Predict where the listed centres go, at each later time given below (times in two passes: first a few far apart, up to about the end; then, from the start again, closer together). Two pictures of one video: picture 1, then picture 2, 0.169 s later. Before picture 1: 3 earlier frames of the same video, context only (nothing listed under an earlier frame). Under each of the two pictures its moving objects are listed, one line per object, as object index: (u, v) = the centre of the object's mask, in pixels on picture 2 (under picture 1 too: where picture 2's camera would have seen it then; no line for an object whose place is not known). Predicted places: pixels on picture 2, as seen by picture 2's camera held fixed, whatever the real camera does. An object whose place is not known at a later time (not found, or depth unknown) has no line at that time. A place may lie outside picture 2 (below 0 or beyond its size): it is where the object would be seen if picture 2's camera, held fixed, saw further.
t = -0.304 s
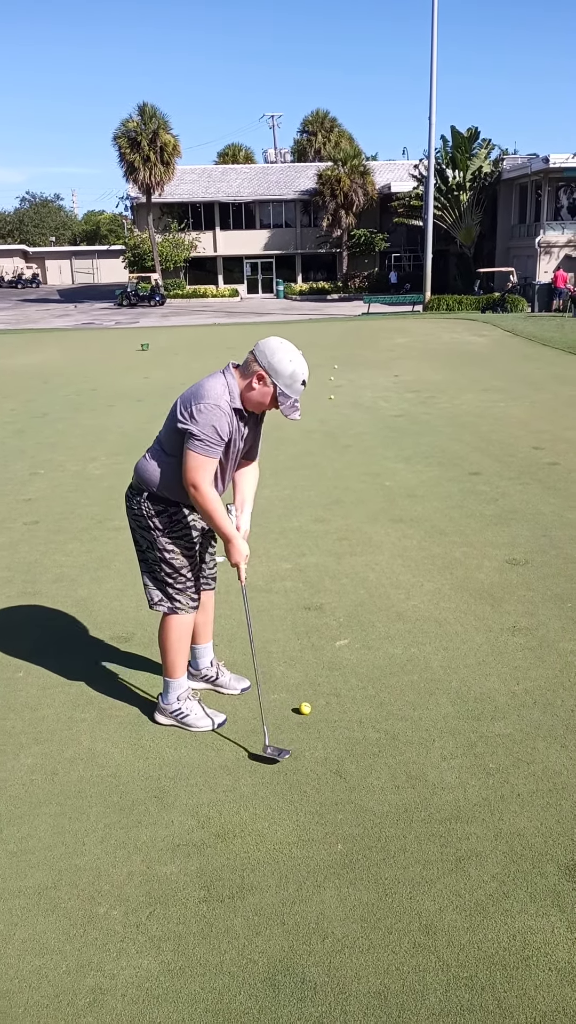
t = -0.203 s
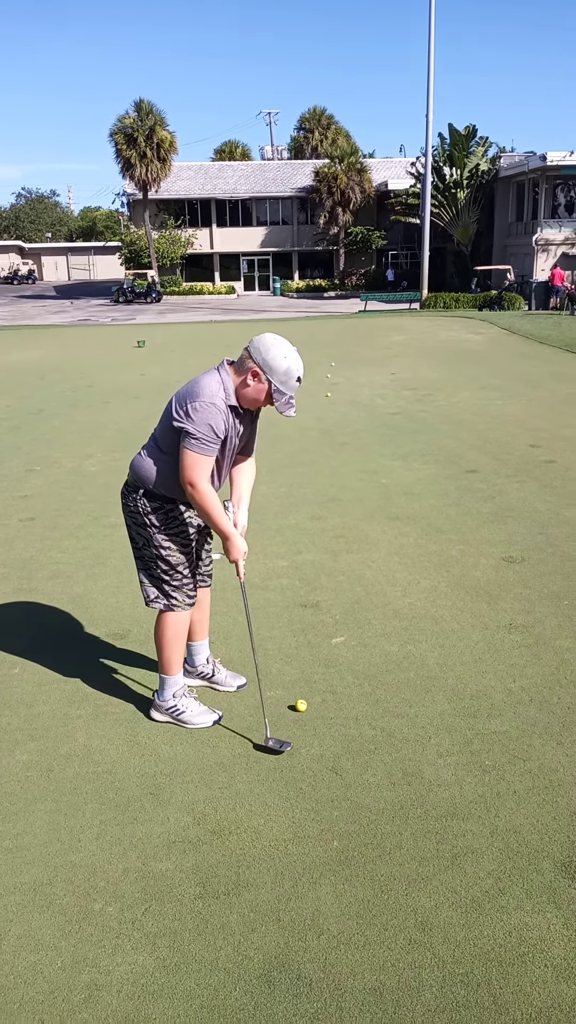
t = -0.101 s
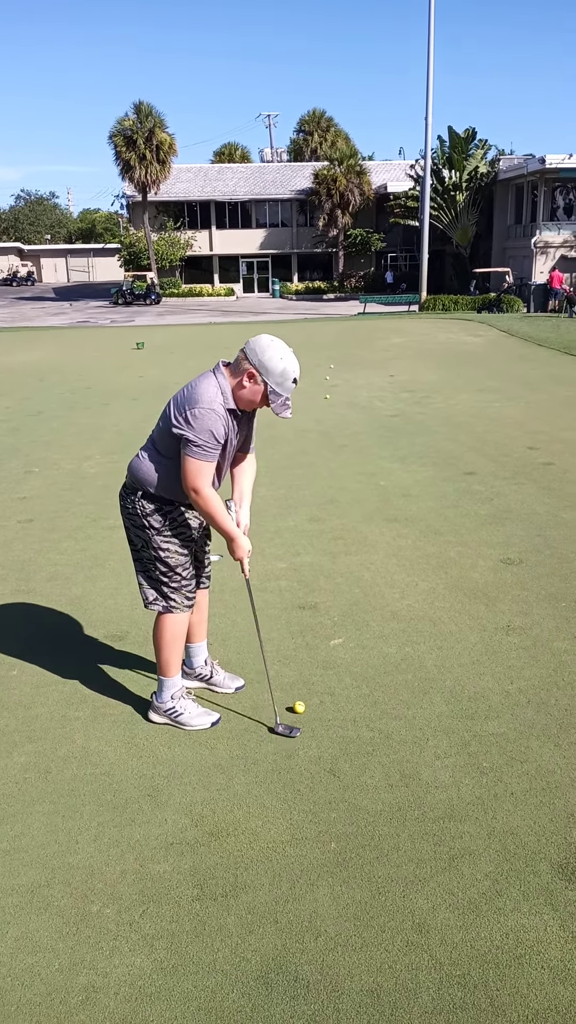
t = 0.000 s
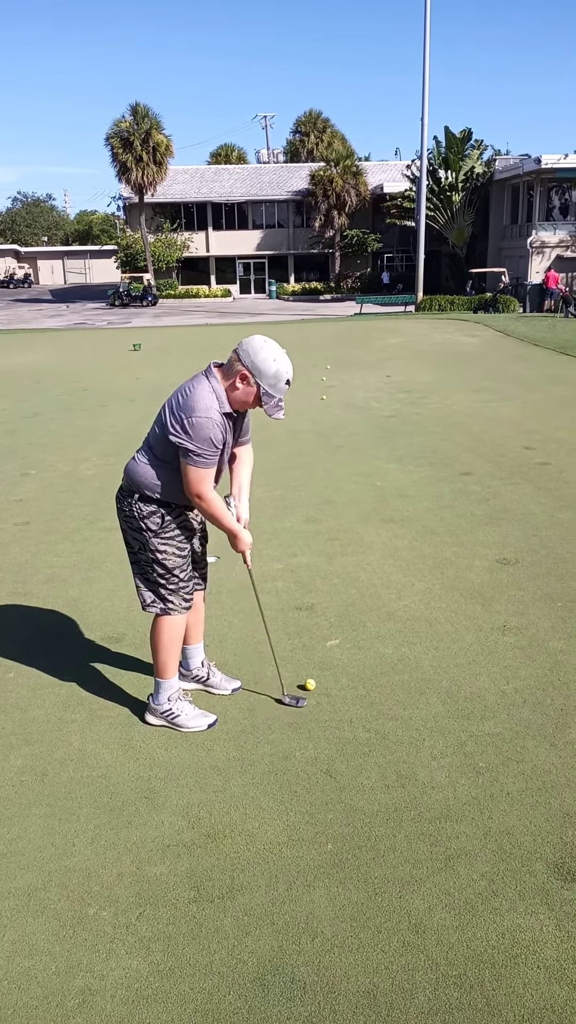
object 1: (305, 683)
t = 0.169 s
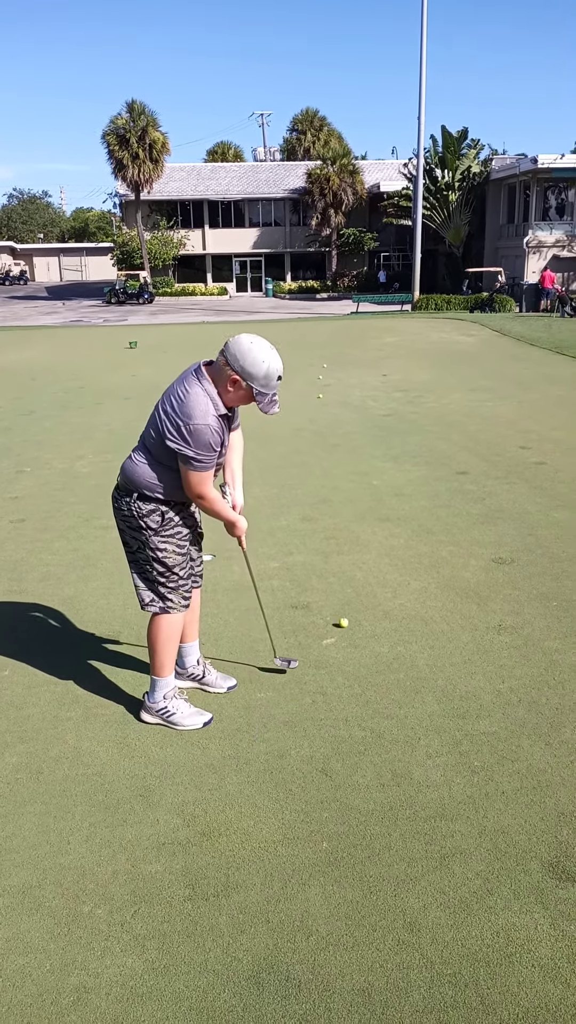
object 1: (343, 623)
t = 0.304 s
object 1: (362, 592)
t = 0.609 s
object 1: (390, 543)
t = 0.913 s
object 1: (408, 508)
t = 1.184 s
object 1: (417, 484)
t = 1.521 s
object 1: (424, 461)
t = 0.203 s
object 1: (349, 614)
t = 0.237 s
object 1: (354, 606)
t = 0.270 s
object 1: (358, 599)
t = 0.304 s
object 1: (362, 592)
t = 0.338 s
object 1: (366, 586)
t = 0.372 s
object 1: (369, 579)
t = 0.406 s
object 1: (373, 574)
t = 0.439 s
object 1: (376, 568)
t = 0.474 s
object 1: (379, 562)
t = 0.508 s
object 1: (382, 557)
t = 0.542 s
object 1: (385, 552)
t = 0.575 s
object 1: (388, 547)
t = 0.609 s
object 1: (390, 543)
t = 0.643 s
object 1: (392, 538)
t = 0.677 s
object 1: (395, 534)
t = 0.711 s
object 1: (397, 530)
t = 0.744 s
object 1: (400, 526)
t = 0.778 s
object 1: (401, 522)
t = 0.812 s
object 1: (403, 518)
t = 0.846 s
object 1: (405, 514)
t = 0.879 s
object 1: (407, 511)
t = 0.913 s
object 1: (408, 508)
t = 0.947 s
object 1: (410, 505)
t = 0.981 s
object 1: (411, 501)
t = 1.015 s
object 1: (412, 498)
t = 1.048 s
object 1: (413, 495)
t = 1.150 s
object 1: (417, 487)
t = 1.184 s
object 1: (417, 484)
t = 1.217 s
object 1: (419, 481)
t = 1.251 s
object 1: (419, 479)
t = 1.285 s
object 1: (420, 476)
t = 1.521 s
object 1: (424, 461)
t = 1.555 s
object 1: (424, 460)
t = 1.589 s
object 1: (424, 458)
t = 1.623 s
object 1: (424, 456)
